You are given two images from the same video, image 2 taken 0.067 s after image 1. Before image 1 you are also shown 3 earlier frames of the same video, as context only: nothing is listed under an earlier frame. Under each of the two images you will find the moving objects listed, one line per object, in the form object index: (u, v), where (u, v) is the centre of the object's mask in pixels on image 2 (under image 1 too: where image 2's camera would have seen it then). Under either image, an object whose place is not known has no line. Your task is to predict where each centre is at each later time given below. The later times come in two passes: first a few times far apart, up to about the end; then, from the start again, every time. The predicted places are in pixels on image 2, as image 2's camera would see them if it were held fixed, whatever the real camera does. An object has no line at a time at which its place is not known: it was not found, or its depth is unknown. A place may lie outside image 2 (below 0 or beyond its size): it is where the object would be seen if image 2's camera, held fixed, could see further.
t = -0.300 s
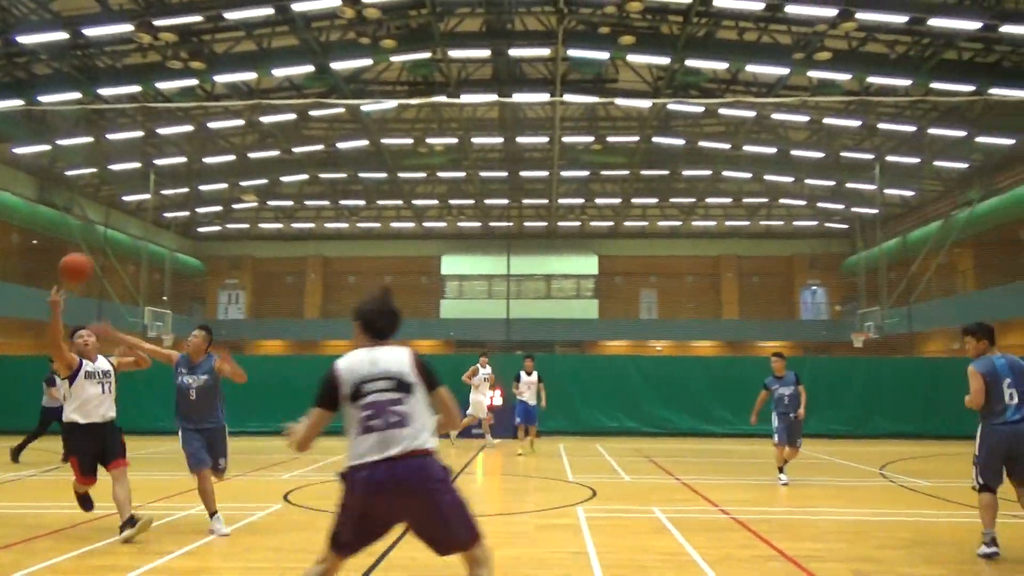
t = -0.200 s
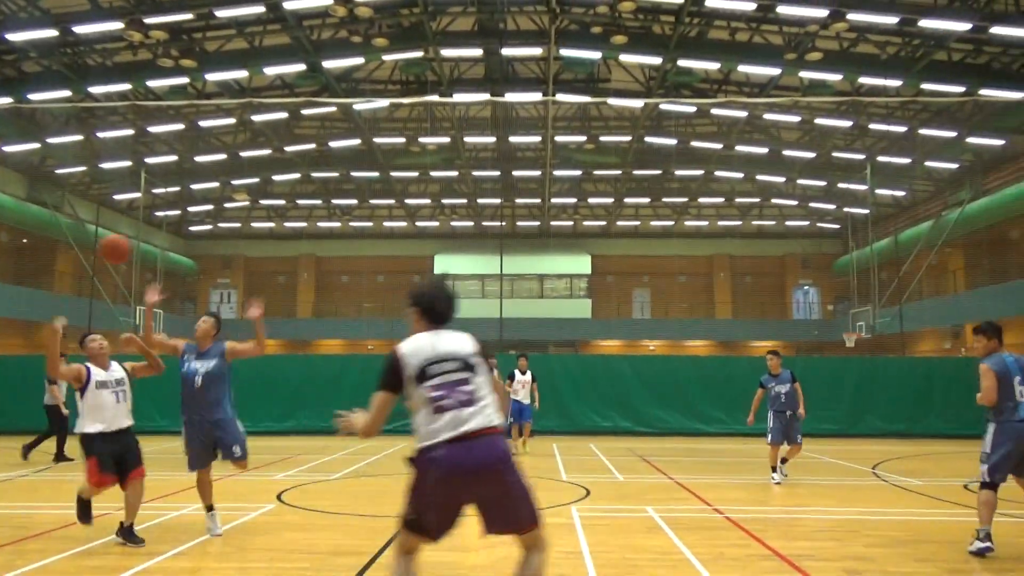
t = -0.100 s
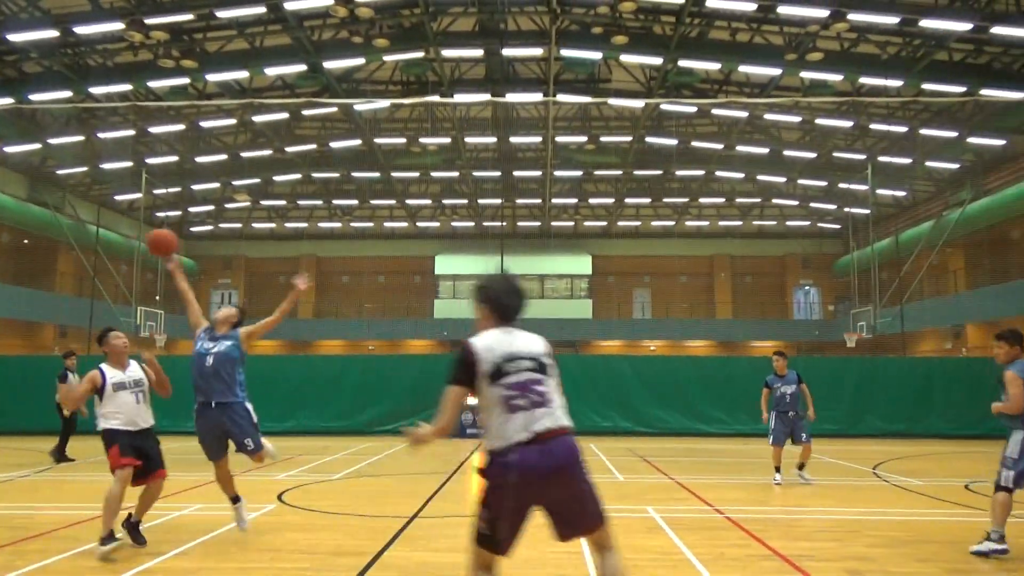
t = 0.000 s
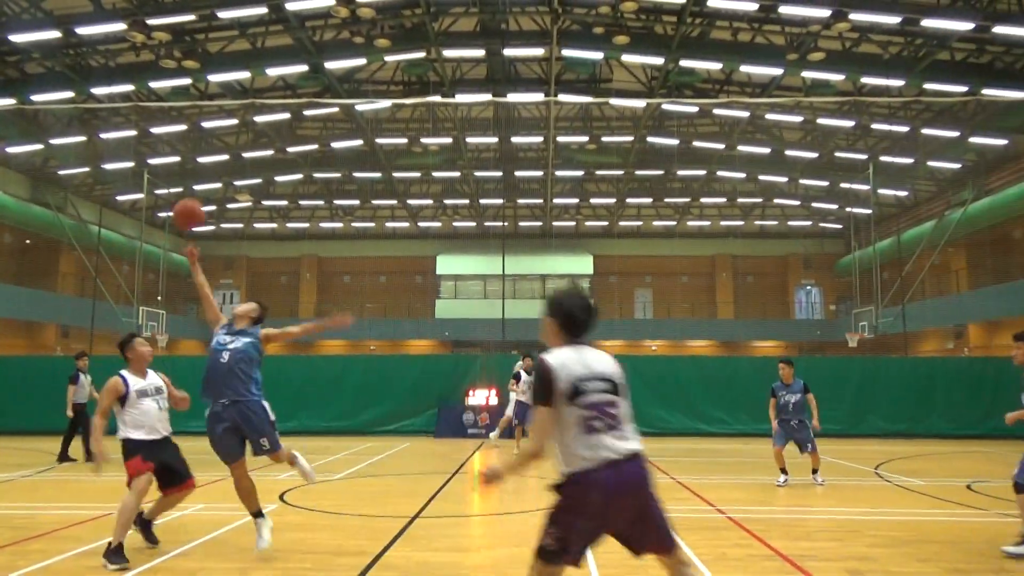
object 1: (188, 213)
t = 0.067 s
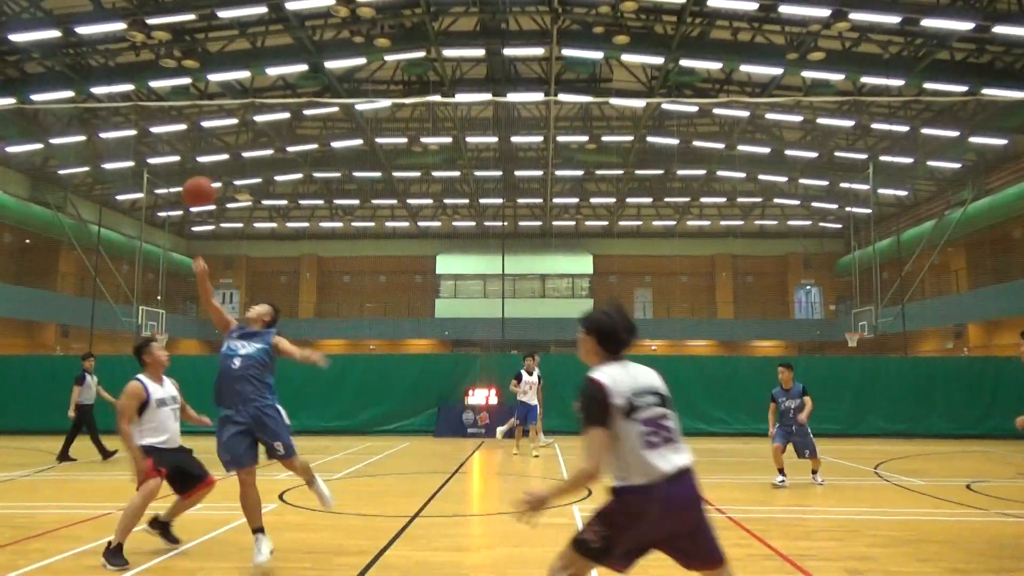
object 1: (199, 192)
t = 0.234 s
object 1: (228, 158)
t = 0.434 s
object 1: (268, 160)
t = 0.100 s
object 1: (205, 183)
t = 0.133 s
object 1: (211, 176)
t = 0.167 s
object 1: (217, 168)
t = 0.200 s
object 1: (223, 162)
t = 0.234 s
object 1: (228, 158)
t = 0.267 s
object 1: (234, 155)
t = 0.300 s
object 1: (241, 153)
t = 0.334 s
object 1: (247, 152)
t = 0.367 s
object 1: (254, 153)
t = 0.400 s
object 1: (261, 156)
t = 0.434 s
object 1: (268, 160)
